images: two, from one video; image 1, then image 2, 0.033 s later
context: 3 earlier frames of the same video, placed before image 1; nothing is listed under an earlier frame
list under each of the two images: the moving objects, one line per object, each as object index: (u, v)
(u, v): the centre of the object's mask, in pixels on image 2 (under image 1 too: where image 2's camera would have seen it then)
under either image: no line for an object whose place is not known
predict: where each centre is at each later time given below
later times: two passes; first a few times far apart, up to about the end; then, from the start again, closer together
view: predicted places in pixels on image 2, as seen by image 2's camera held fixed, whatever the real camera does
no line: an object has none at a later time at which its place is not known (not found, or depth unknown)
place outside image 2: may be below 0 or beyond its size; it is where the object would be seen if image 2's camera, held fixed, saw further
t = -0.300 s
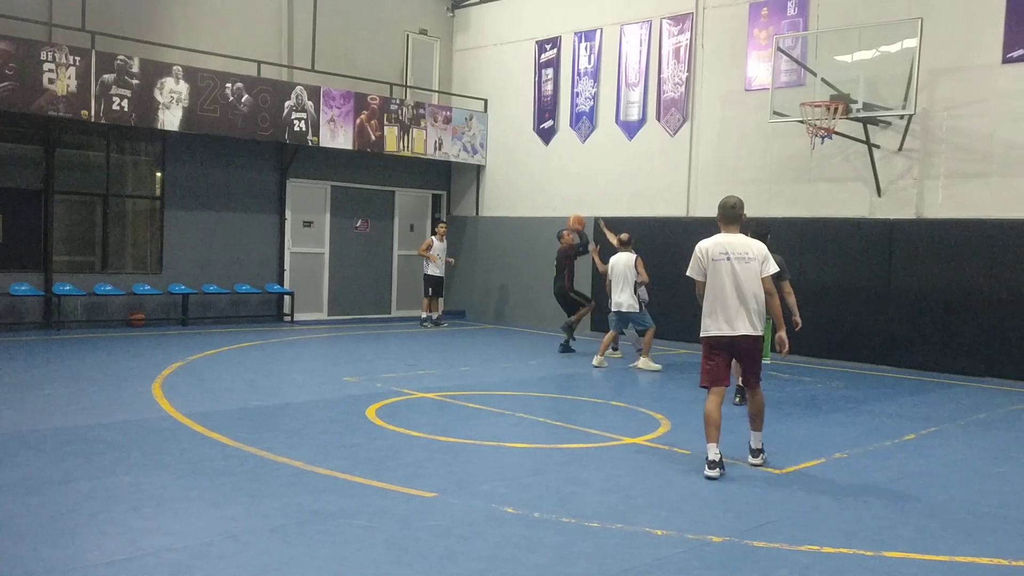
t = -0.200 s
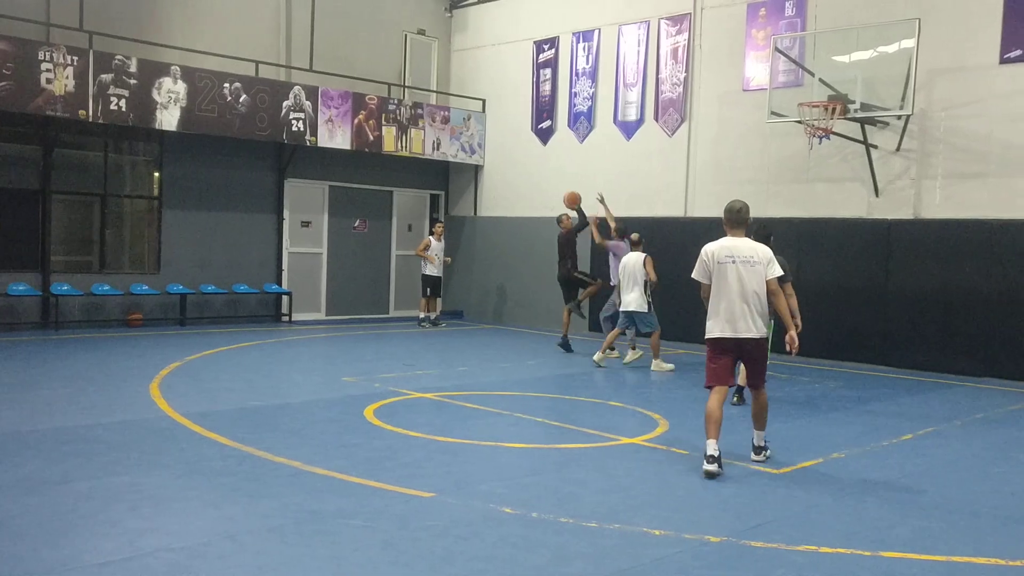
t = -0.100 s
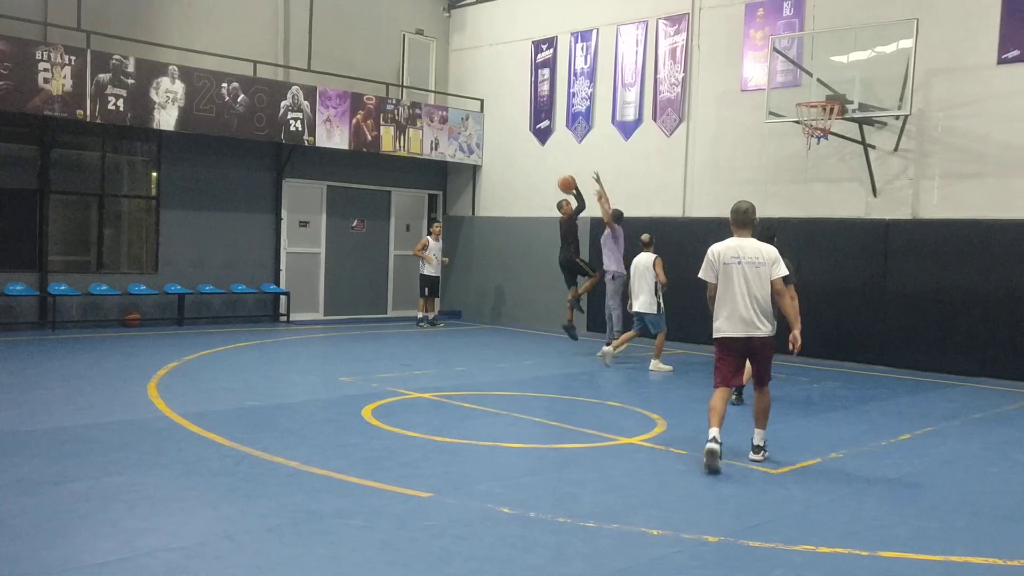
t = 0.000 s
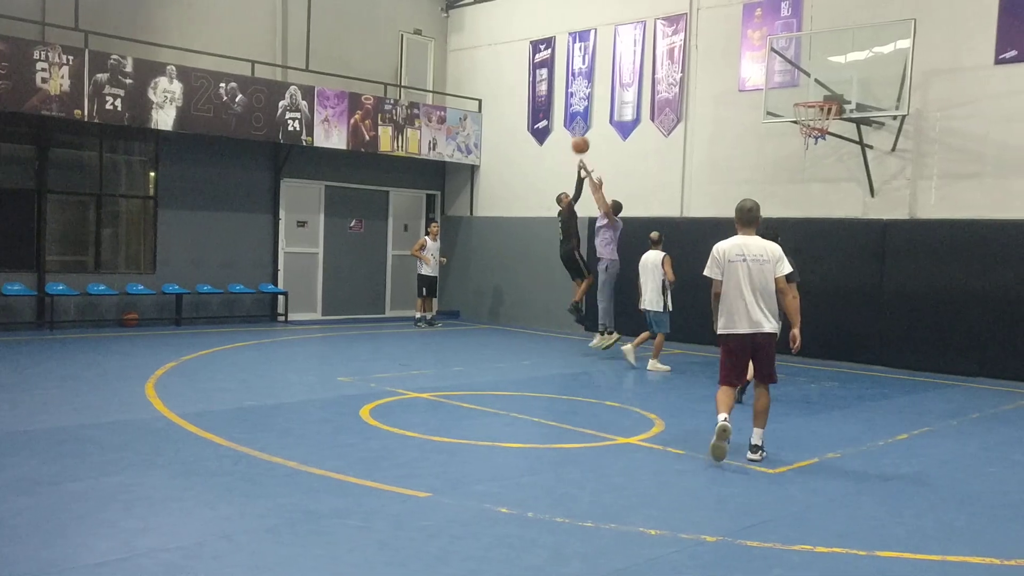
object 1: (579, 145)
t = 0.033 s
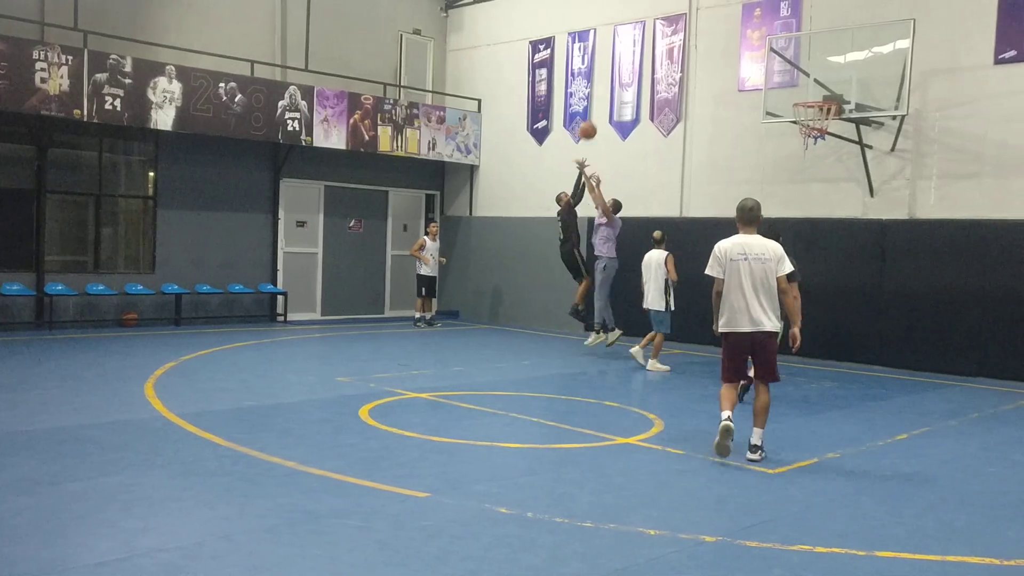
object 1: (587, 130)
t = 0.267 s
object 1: (644, 51)
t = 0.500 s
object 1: (700, 11)
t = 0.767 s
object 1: (767, 18)
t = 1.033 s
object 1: (833, 85)
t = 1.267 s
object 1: (847, 71)
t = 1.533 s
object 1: (862, 91)
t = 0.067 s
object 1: (596, 117)
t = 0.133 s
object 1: (611, 93)
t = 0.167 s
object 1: (619, 81)
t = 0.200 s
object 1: (628, 70)
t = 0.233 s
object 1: (636, 60)
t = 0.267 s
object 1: (644, 51)
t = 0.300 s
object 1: (652, 43)
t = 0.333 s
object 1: (660, 36)
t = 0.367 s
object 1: (668, 29)
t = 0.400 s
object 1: (676, 23)
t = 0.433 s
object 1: (684, 19)
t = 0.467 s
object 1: (692, 15)
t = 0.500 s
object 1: (700, 11)
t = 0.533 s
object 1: (709, 9)
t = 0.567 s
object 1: (717, 8)
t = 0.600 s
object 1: (725, 7)
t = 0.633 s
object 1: (734, 8)
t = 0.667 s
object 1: (742, 9)
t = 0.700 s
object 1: (750, 11)
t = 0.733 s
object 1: (759, 15)
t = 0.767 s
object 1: (767, 18)
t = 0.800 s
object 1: (775, 23)
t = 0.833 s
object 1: (784, 29)
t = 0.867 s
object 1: (792, 36)
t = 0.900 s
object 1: (801, 44)
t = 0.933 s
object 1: (809, 53)
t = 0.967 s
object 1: (817, 63)
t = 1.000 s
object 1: (825, 74)
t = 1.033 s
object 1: (833, 85)
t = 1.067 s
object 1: (836, 91)
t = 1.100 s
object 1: (837, 90)
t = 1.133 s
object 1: (839, 85)
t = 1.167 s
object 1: (841, 80)
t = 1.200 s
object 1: (843, 76)
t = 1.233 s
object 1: (845, 73)
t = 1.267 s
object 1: (847, 71)
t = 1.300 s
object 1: (849, 70)
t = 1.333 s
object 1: (851, 70)
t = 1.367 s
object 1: (853, 71)
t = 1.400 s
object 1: (855, 73)
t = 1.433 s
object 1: (857, 76)
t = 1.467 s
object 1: (859, 80)
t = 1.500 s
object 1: (860, 85)
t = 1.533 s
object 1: (862, 91)
